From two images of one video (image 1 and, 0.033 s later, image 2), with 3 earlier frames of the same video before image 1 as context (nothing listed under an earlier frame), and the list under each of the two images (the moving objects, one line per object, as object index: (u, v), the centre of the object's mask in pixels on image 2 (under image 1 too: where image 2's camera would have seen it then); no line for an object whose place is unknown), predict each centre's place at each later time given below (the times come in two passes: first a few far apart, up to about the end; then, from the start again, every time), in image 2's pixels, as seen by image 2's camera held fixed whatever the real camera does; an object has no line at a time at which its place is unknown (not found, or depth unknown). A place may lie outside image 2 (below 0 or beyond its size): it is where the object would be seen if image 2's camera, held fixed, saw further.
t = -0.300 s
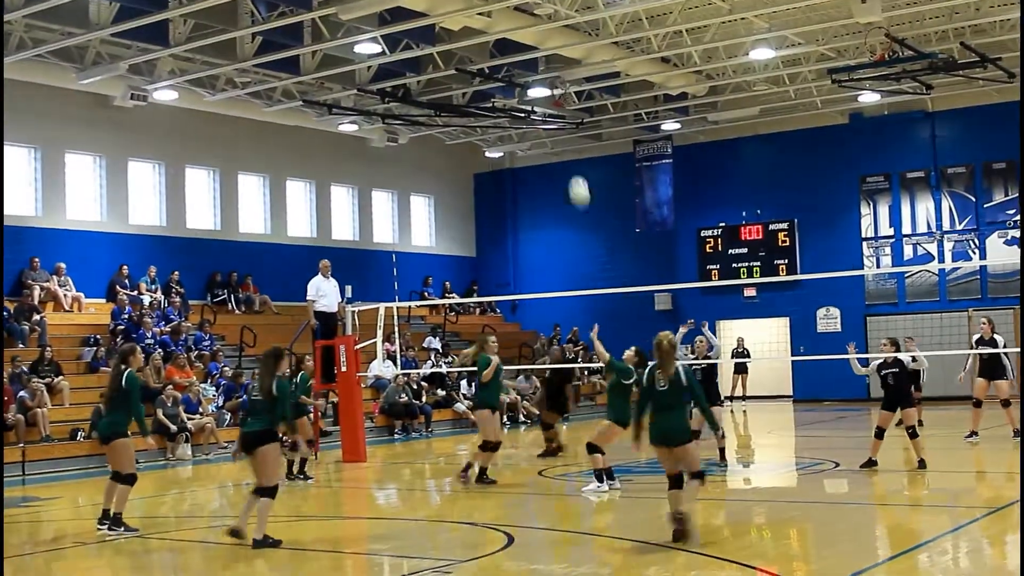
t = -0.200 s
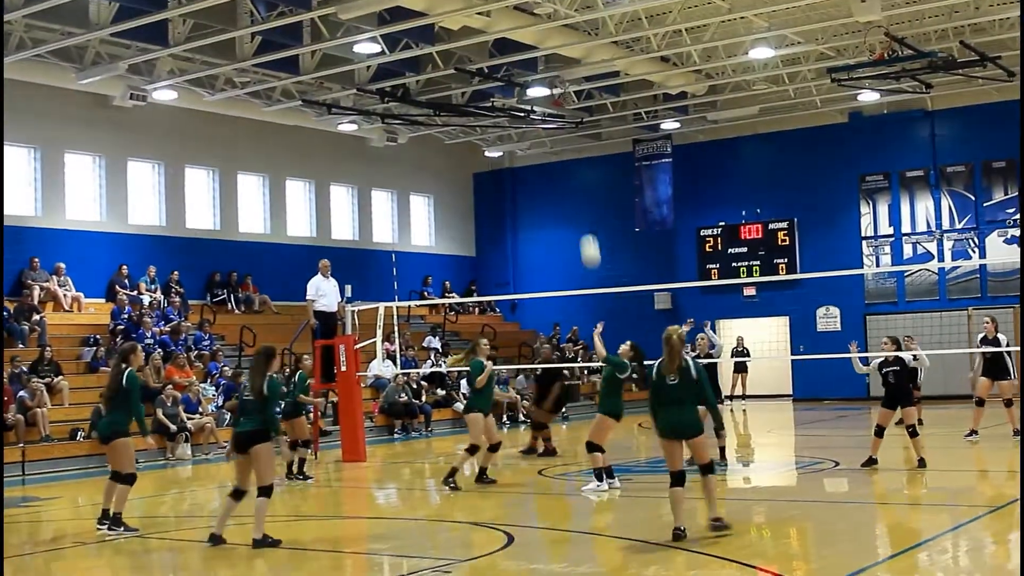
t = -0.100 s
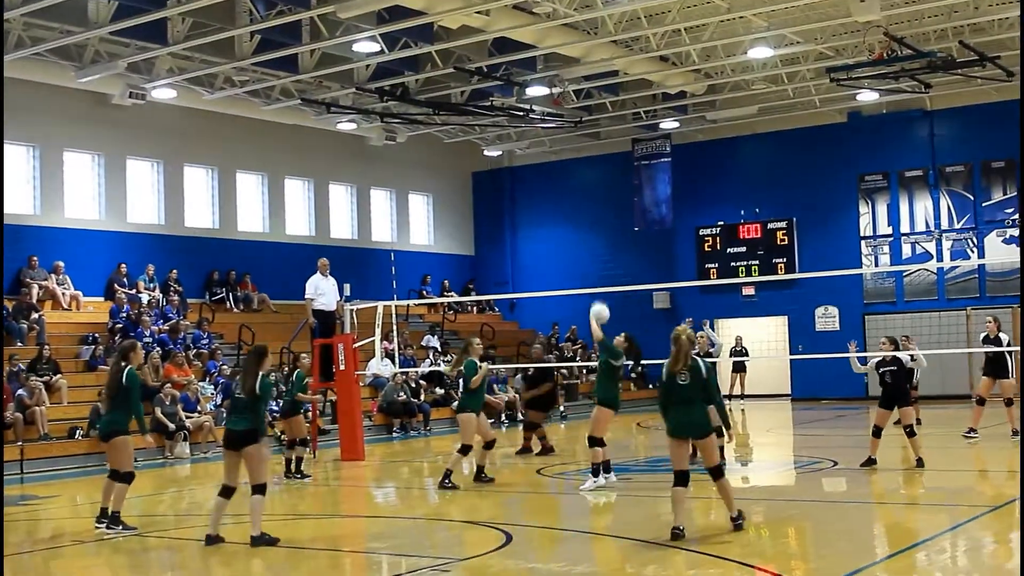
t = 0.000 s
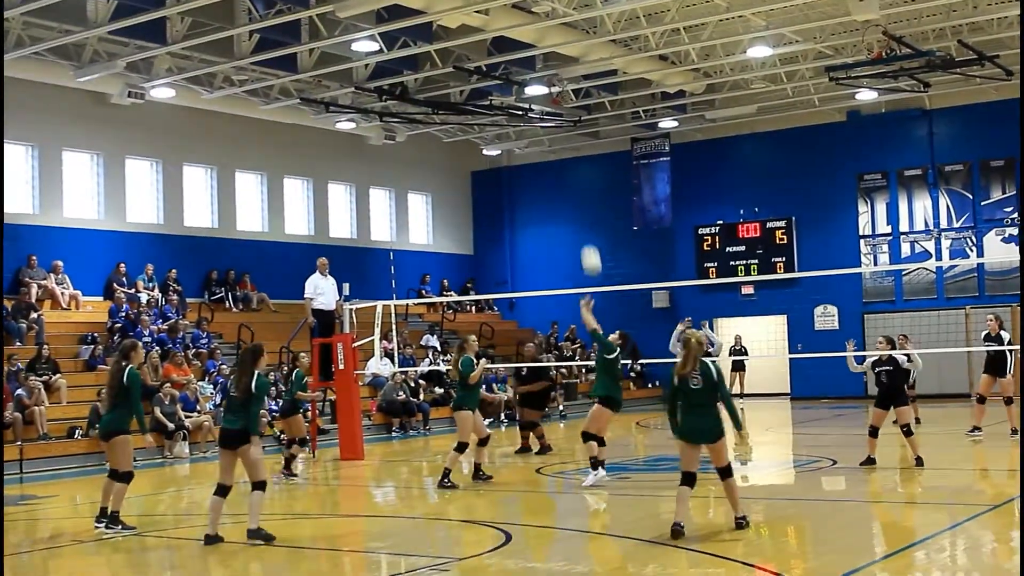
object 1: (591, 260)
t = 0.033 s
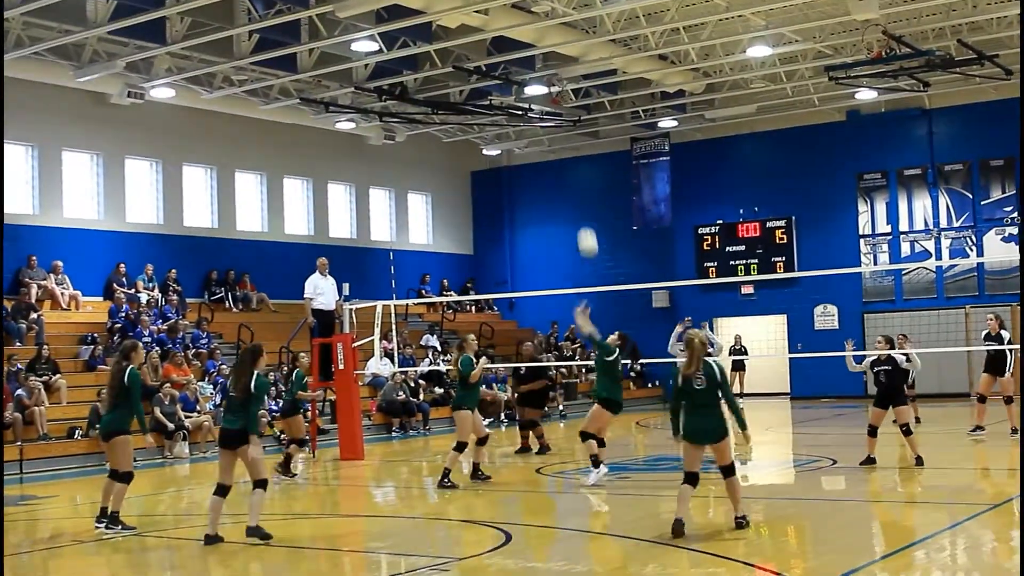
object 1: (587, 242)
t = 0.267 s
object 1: (567, 148)
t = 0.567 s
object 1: (547, 104)
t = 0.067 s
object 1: (584, 224)
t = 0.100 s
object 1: (581, 209)
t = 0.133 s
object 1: (578, 194)
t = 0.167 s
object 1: (575, 180)
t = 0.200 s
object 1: (572, 169)
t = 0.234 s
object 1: (570, 158)
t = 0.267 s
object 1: (567, 148)
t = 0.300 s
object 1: (564, 139)
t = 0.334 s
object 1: (562, 132)
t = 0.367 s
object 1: (559, 125)
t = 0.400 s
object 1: (557, 119)
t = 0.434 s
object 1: (555, 113)
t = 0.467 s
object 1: (553, 110)
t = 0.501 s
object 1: (551, 107)
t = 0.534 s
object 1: (549, 105)
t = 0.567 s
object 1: (547, 104)
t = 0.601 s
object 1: (545, 104)
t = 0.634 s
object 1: (542, 105)
